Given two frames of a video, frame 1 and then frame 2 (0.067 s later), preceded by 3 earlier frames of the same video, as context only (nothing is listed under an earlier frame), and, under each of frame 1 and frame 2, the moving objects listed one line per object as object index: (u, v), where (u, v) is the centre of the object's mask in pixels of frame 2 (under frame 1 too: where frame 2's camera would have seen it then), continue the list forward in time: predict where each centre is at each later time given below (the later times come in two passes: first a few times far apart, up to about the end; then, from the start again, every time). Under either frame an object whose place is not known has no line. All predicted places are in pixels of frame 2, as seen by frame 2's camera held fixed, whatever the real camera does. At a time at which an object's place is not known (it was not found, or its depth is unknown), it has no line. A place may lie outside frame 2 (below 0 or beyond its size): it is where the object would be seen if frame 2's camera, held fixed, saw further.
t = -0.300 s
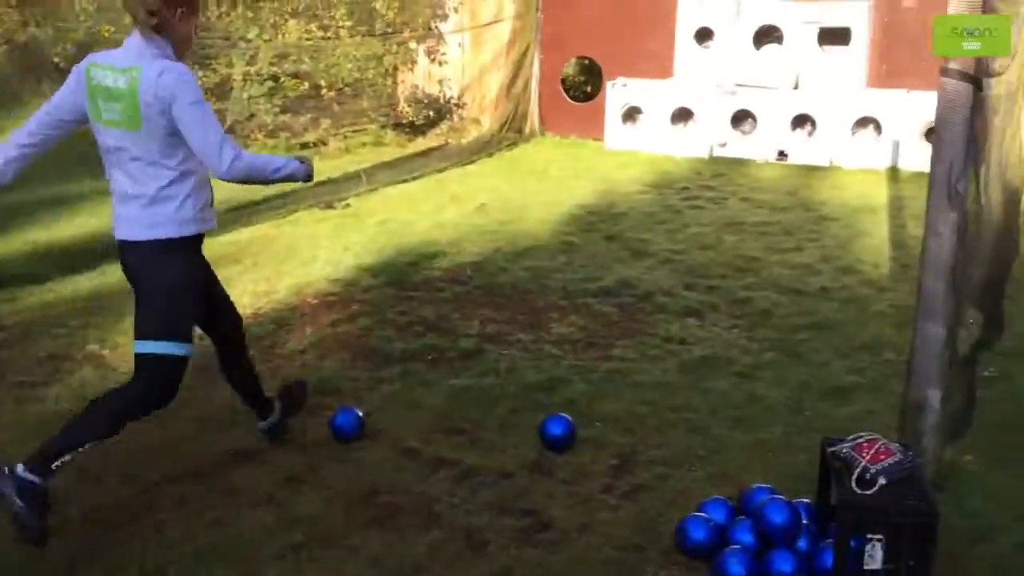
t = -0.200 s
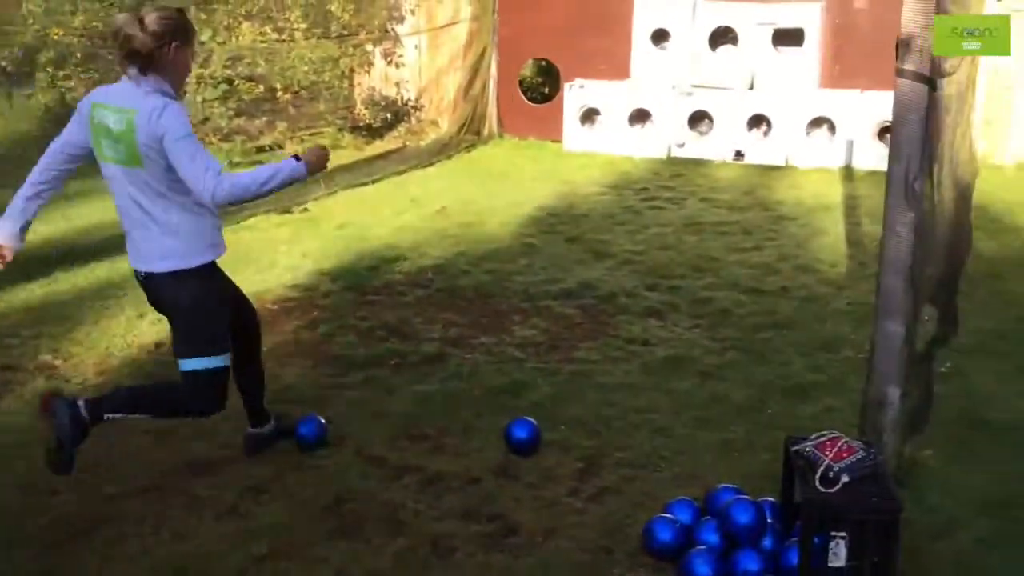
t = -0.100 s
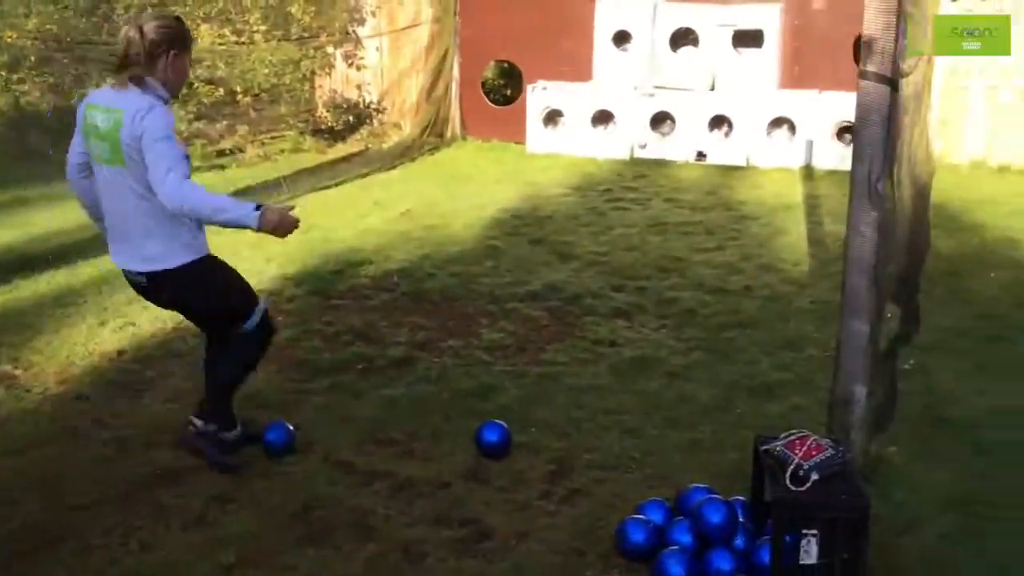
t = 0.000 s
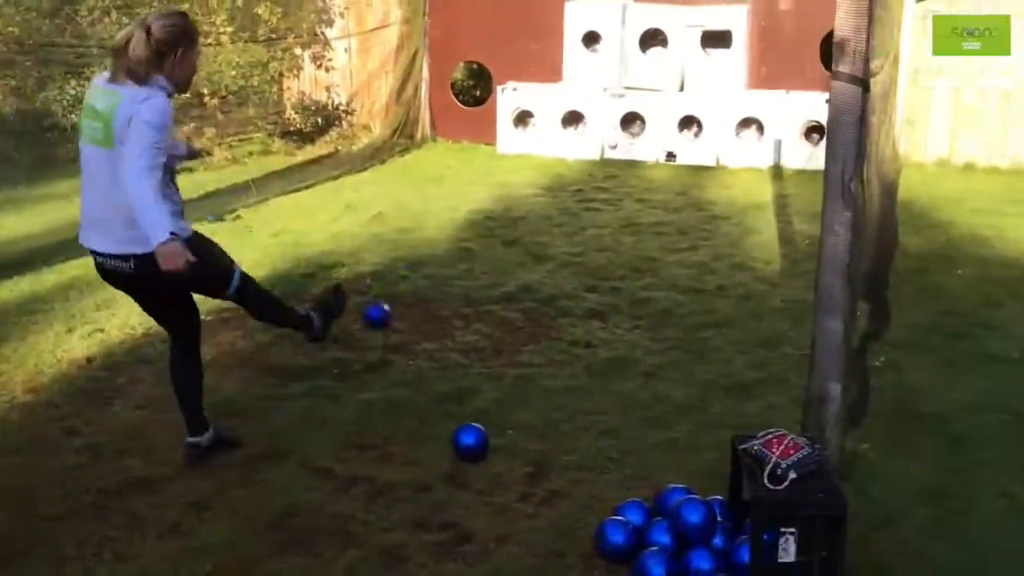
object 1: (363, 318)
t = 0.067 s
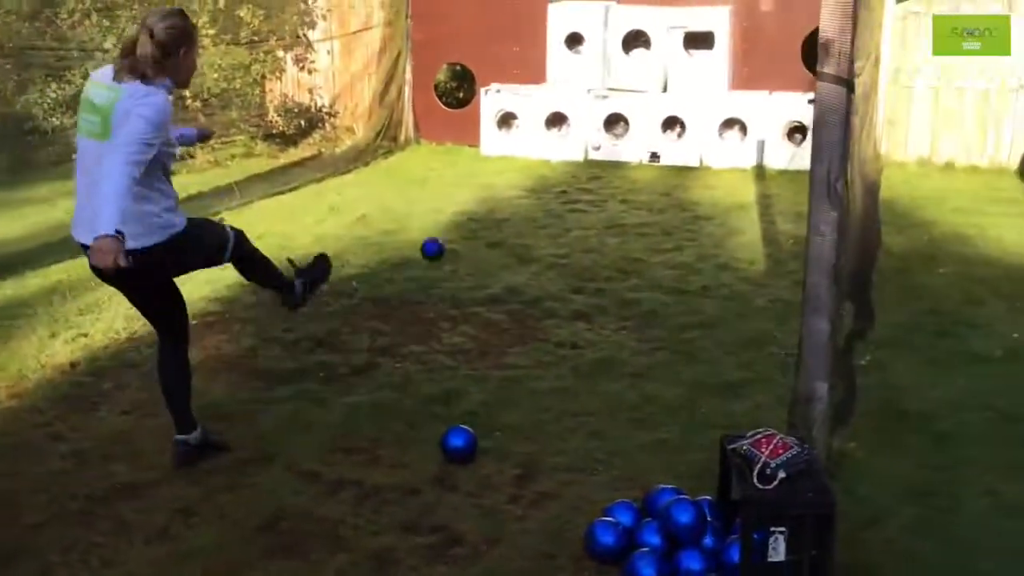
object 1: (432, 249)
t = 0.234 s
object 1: (536, 162)
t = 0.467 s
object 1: (597, 137)
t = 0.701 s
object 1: (625, 176)
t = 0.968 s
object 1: (655, 188)
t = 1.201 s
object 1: (678, 206)
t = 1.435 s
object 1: (702, 225)
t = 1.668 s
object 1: (723, 244)
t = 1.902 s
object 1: (742, 260)
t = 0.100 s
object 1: (460, 225)
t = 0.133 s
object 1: (483, 203)
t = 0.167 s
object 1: (503, 186)
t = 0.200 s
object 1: (520, 173)
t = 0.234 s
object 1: (536, 162)
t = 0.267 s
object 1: (549, 153)
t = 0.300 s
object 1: (560, 146)
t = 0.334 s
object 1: (569, 142)
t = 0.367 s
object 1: (578, 138)
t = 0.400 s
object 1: (585, 137)
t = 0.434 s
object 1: (592, 136)
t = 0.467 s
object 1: (597, 137)
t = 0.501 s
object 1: (602, 139)
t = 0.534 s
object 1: (606, 143)
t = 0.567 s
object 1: (609, 149)
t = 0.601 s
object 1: (613, 156)
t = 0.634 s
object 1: (617, 164)
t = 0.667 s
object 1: (621, 175)
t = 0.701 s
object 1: (625, 176)
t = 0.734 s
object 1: (629, 176)
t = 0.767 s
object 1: (633, 176)
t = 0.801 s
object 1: (636, 177)
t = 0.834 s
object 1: (641, 180)
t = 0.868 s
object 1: (645, 185)
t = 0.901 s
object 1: (648, 189)
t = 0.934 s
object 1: (652, 188)
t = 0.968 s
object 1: (655, 188)
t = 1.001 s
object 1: (658, 190)
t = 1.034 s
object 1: (662, 193)
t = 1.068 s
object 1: (665, 197)
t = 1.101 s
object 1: (668, 201)
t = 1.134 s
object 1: (672, 205)
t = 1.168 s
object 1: (675, 206)
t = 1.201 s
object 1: (678, 206)
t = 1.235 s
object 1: (681, 208)
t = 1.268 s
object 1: (685, 210)
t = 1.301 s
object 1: (688, 215)
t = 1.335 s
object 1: (691, 219)
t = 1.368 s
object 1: (694, 220)
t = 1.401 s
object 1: (697, 222)
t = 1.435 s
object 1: (702, 225)
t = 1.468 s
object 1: (705, 228)
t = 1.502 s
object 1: (708, 232)
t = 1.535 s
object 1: (712, 232)
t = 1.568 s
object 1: (714, 234)
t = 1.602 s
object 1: (718, 238)
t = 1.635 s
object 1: (721, 241)
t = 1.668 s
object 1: (723, 244)
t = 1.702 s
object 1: (726, 245)
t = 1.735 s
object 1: (729, 246)
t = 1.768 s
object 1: (732, 249)
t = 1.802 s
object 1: (734, 253)
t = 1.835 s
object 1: (737, 256)
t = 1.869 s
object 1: (739, 258)
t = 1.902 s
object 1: (742, 260)
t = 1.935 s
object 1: (744, 263)
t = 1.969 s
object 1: (747, 266)
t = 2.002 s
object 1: (750, 268)
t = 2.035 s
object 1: (752, 270)
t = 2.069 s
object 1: (754, 273)
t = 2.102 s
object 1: (755, 276)
